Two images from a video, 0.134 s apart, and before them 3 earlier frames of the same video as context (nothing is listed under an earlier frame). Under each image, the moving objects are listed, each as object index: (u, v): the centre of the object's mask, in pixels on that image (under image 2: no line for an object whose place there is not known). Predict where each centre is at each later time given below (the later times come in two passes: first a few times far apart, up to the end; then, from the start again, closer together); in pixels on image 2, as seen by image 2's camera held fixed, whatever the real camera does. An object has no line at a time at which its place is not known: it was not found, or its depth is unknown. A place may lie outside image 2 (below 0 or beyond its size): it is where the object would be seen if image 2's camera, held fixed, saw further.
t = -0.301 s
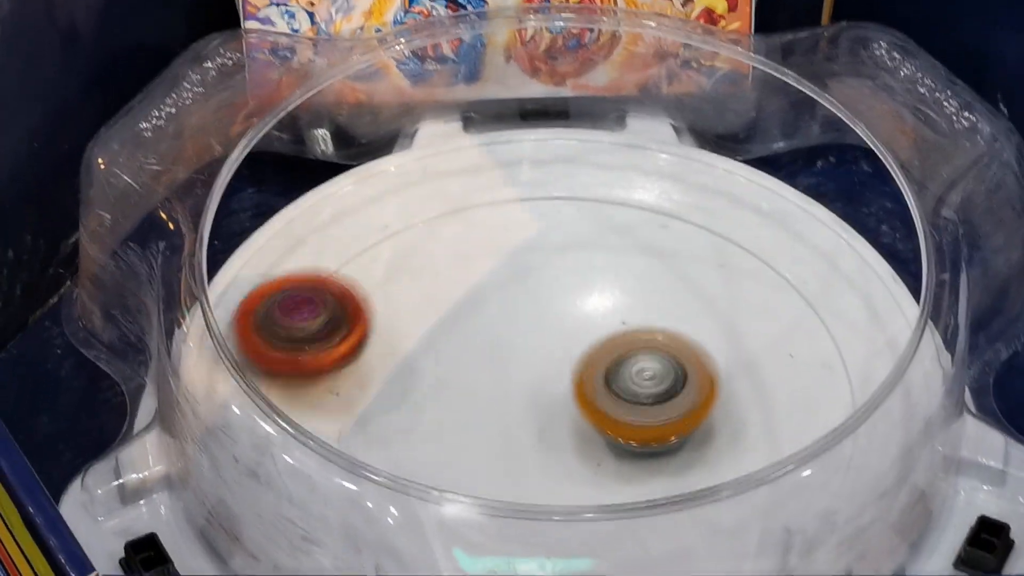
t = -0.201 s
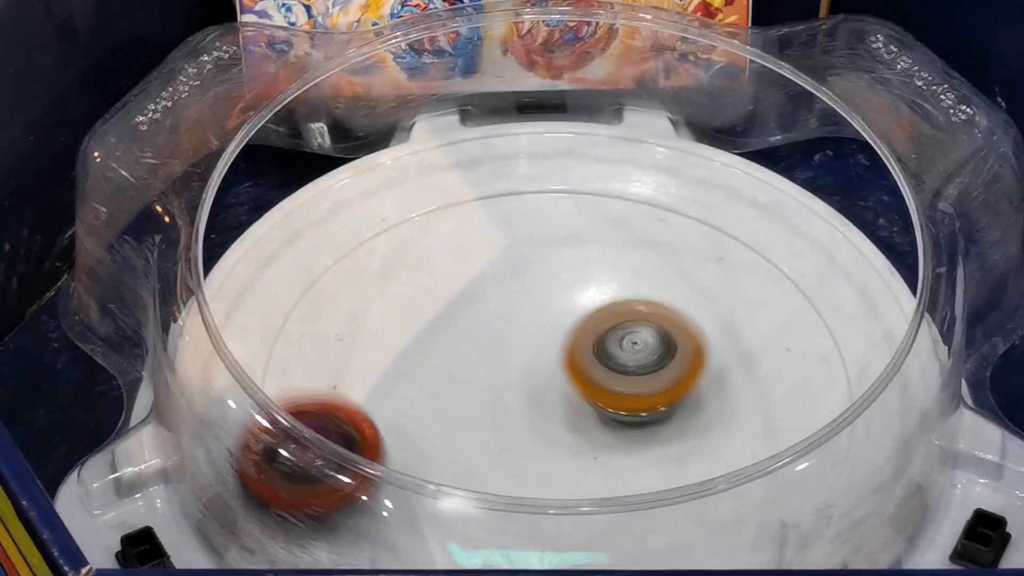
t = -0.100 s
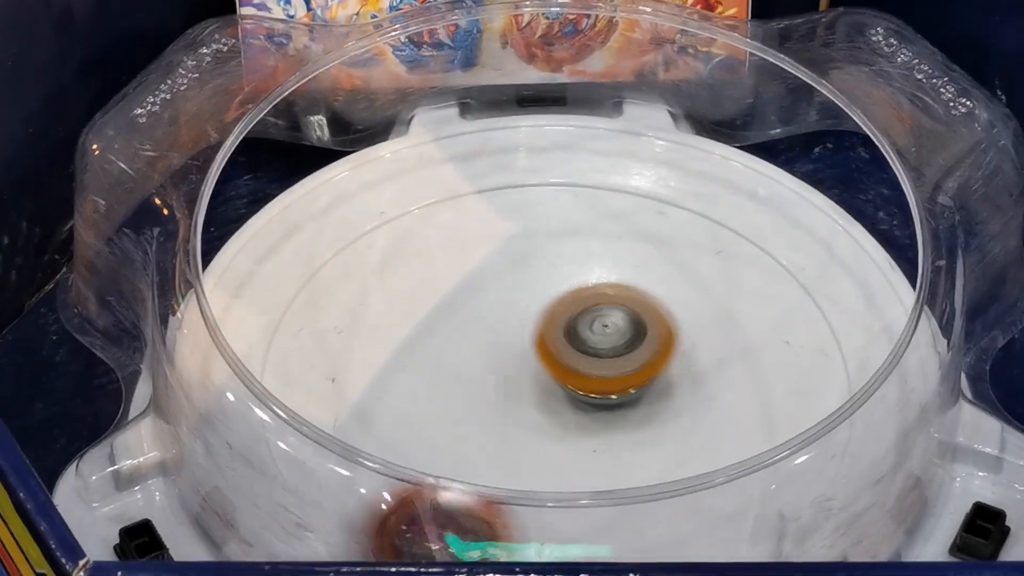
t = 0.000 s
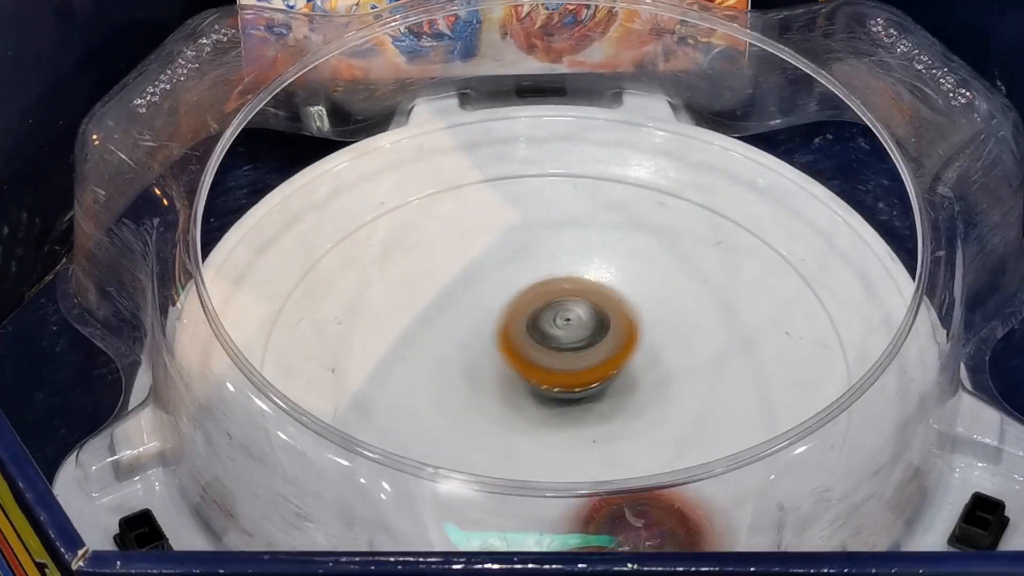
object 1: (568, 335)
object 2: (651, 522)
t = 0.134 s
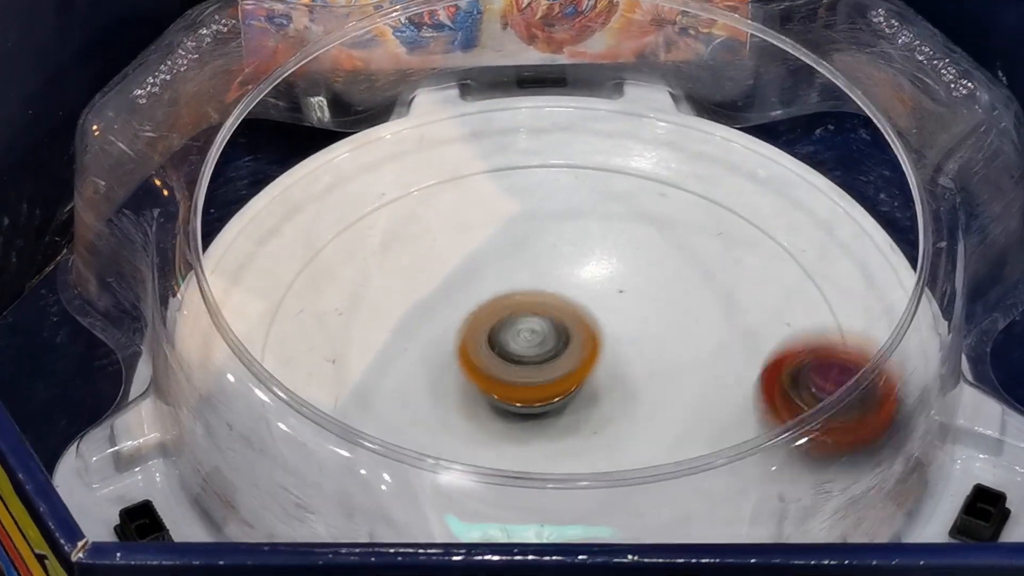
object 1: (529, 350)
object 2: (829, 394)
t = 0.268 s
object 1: (516, 380)
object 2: (760, 214)
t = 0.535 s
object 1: (561, 417)
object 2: (337, 223)
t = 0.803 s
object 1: (617, 386)
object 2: (385, 503)
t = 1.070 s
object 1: (562, 328)
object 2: (752, 459)
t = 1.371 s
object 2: (668, 181)
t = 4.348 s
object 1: (609, 388)
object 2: (710, 185)
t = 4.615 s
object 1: (578, 329)
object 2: (454, 182)
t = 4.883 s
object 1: (507, 329)
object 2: (355, 330)
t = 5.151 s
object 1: (586, 351)
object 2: (428, 475)
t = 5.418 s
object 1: (636, 323)
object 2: (642, 430)
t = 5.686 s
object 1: (574, 212)
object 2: (674, 391)
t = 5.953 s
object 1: (483, 230)
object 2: (621, 336)
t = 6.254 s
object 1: (413, 306)
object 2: (560, 342)
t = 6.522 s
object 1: (370, 369)
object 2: (563, 359)
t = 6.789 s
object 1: (446, 415)
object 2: (557, 364)
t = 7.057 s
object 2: (573, 339)
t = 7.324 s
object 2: (555, 322)
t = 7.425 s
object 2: (543, 317)
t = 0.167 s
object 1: (523, 357)
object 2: (826, 340)
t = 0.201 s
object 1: (520, 365)
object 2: (827, 299)
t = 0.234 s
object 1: (517, 373)
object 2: (799, 253)
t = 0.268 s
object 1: (516, 380)
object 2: (760, 214)
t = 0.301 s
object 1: (517, 387)
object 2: (713, 185)
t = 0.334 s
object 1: (519, 394)
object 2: (656, 162)
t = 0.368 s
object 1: (523, 400)
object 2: (594, 149)
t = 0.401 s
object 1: (529, 406)
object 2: (534, 148)
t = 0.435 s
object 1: (536, 409)
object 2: (477, 155)
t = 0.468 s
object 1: (543, 412)
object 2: (422, 172)
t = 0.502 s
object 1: (552, 415)
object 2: (376, 195)
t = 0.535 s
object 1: (561, 417)
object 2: (337, 223)
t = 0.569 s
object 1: (570, 418)
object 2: (308, 258)
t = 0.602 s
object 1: (580, 417)
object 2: (288, 296)
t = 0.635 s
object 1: (589, 415)
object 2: (291, 332)
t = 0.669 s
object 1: (597, 413)
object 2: (286, 374)
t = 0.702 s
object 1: (605, 408)
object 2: (297, 415)
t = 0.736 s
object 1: (612, 404)
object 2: (319, 451)
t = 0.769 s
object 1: (616, 395)
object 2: (346, 488)
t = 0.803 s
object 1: (617, 386)
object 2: (385, 503)
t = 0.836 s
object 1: (617, 376)
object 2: (426, 506)
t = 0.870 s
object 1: (613, 367)
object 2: (468, 508)
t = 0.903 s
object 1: (608, 358)
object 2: (528, 507)
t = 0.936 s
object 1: (600, 350)
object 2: (586, 513)
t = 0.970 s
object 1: (592, 343)
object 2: (630, 515)
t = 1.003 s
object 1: (583, 337)
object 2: (681, 510)
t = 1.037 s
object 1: (572, 332)
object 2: (720, 489)
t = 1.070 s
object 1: (562, 328)
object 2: (752, 459)
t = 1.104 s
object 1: (551, 326)
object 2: (778, 424)
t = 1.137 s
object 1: (541, 324)
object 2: (784, 379)
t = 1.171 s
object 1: (532, 323)
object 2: (799, 353)
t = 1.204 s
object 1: (524, 324)
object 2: (800, 320)
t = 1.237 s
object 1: (515, 326)
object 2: (788, 284)
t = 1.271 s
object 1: (509, 328)
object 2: (767, 253)
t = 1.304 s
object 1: (501, 331)
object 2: (740, 225)
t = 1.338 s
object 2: (706, 200)
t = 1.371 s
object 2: (668, 181)
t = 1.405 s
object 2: (628, 165)
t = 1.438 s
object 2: (584, 156)
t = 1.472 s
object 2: (534, 155)
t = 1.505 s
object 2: (485, 162)
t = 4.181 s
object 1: (568, 412)
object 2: (826, 340)
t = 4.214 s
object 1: (578, 410)
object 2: (827, 304)
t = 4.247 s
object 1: (588, 407)
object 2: (807, 265)
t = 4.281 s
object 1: (597, 403)
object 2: (780, 232)
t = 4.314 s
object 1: (604, 396)
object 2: (748, 205)
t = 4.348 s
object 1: (609, 388)
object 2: (710, 185)
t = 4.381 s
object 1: (612, 380)
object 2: (671, 170)
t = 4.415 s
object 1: (612, 372)
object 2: (636, 162)
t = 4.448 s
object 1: (611, 363)
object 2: (601, 158)
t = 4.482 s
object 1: (608, 355)
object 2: (568, 159)
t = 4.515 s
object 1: (602, 347)
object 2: (539, 161)
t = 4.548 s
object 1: (595, 340)
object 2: (509, 166)
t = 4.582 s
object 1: (587, 334)
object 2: (479, 173)
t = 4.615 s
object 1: (578, 329)
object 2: (454, 182)
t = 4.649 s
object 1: (569, 325)
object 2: (430, 195)
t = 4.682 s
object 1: (559, 322)
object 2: (408, 210)
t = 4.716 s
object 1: (550, 320)
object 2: (391, 225)
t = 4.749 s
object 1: (540, 320)
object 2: (376, 244)
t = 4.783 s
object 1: (532, 320)
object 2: (364, 264)
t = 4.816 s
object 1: (524, 322)
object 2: (357, 284)
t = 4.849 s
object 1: (515, 325)
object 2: (353, 306)
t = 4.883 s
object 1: (507, 329)
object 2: (355, 330)
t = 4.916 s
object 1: (503, 333)
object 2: (359, 350)
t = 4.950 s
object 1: (517, 340)
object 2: (349, 367)
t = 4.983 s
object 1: (530, 345)
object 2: (351, 379)
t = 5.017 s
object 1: (542, 348)
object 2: (352, 403)
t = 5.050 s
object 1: (554, 351)
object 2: (363, 422)
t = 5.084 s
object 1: (565, 352)
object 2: (380, 438)
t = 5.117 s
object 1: (576, 352)
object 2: (404, 448)
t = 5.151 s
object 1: (586, 351)
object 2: (428, 475)
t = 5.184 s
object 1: (595, 349)
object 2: (460, 478)
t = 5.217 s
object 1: (603, 347)
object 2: (500, 470)
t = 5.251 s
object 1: (612, 344)
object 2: (528, 488)
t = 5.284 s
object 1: (619, 340)
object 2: (558, 491)
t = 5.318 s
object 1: (625, 337)
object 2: (586, 474)
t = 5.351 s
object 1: (631, 332)
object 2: (611, 466)
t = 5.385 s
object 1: (634, 328)
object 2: (630, 453)
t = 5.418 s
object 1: (636, 323)
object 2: (642, 430)
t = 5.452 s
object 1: (635, 317)
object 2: (656, 421)
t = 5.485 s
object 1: (633, 296)
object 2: (662, 420)
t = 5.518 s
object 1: (629, 269)
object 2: (665, 419)
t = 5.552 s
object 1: (617, 247)
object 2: (667, 417)
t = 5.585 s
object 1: (606, 233)
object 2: (670, 413)
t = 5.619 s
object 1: (596, 224)
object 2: (673, 407)
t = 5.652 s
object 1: (585, 217)
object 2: (674, 400)
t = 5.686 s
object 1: (574, 212)
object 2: (674, 391)
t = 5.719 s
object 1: (562, 209)
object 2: (671, 383)
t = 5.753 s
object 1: (551, 206)
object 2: (667, 375)
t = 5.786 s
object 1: (539, 206)
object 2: (663, 368)
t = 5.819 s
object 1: (526, 207)
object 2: (656, 360)
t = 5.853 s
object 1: (514, 210)
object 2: (649, 354)
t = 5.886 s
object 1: (502, 215)
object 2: (641, 347)
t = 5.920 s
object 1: (492, 222)
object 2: (632, 342)
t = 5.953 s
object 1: (483, 230)
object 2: (621, 336)
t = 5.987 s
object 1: (476, 239)
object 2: (610, 332)
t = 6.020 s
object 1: (471, 250)
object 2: (598, 328)
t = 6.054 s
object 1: (466, 261)
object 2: (587, 325)
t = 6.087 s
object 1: (457, 268)
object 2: (582, 327)
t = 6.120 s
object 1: (448, 276)
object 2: (578, 328)
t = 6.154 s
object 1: (435, 283)
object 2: (577, 333)
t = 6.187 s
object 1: (426, 290)
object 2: (574, 337)
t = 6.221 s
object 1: (420, 298)
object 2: (567, 340)
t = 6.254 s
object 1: (413, 306)
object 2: (560, 342)
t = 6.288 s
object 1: (408, 315)
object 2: (554, 343)
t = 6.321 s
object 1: (404, 323)
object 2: (547, 344)
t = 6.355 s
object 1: (392, 331)
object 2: (551, 347)
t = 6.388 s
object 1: (381, 338)
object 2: (559, 351)
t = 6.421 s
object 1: (375, 345)
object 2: (562, 354)
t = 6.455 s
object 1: (372, 353)
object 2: (563, 356)
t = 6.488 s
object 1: (370, 361)
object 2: (564, 358)
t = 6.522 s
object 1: (370, 369)
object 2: (563, 359)
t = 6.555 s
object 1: (373, 376)
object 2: (563, 360)
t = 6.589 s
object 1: (378, 382)
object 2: (562, 361)
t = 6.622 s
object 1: (385, 389)
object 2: (561, 362)
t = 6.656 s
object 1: (394, 395)
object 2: (561, 363)
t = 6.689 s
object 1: (406, 401)
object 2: (560, 363)
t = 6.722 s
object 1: (418, 407)
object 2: (558, 364)
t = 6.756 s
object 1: (432, 411)
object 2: (558, 364)
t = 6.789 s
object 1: (446, 415)
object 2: (557, 364)
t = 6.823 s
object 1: (457, 417)
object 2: (560, 362)
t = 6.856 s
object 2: (566, 358)
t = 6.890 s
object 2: (570, 355)
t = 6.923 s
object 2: (571, 352)
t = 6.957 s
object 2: (571, 350)
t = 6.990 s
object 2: (573, 347)
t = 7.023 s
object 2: (574, 342)
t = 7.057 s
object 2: (573, 339)
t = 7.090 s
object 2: (572, 337)
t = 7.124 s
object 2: (570, 335)
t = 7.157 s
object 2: (568, 333)
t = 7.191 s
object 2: (566, 331)
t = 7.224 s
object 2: (564, 329)
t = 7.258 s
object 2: (561, 326)
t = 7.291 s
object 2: (558, 324)
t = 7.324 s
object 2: (555, 322)
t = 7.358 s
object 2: (552, 320)
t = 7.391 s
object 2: (547, 317)
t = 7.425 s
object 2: (543, 317)
